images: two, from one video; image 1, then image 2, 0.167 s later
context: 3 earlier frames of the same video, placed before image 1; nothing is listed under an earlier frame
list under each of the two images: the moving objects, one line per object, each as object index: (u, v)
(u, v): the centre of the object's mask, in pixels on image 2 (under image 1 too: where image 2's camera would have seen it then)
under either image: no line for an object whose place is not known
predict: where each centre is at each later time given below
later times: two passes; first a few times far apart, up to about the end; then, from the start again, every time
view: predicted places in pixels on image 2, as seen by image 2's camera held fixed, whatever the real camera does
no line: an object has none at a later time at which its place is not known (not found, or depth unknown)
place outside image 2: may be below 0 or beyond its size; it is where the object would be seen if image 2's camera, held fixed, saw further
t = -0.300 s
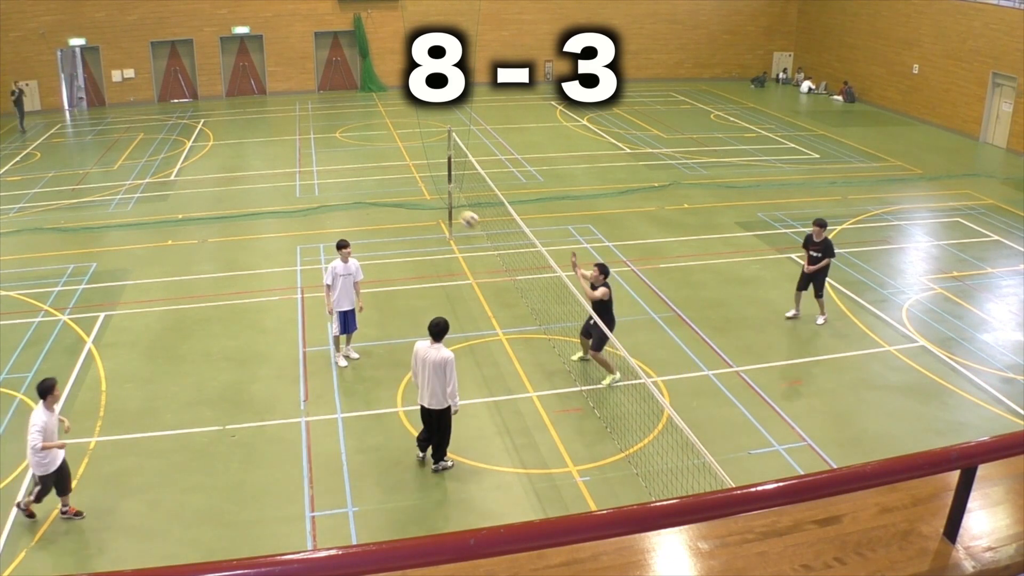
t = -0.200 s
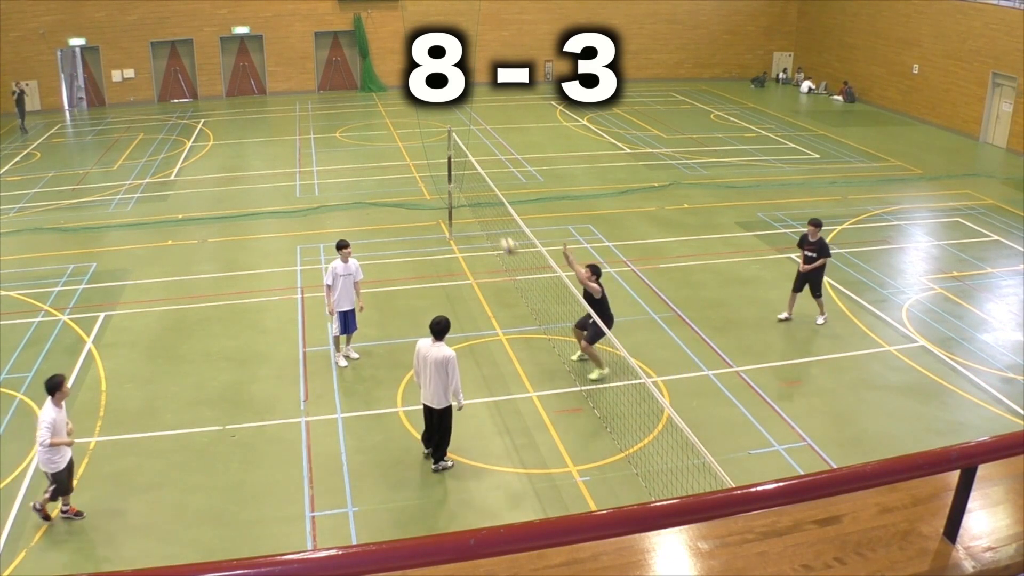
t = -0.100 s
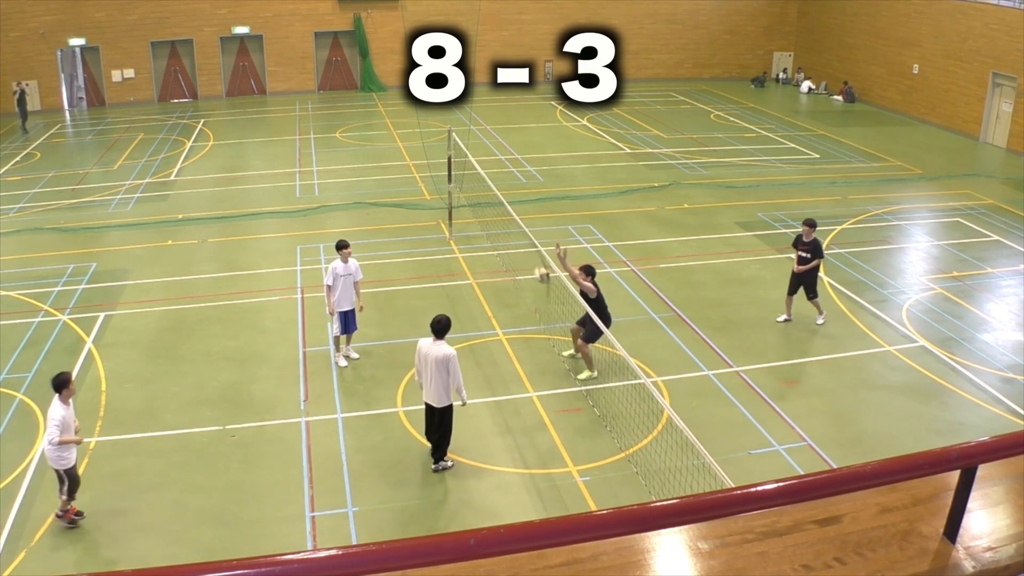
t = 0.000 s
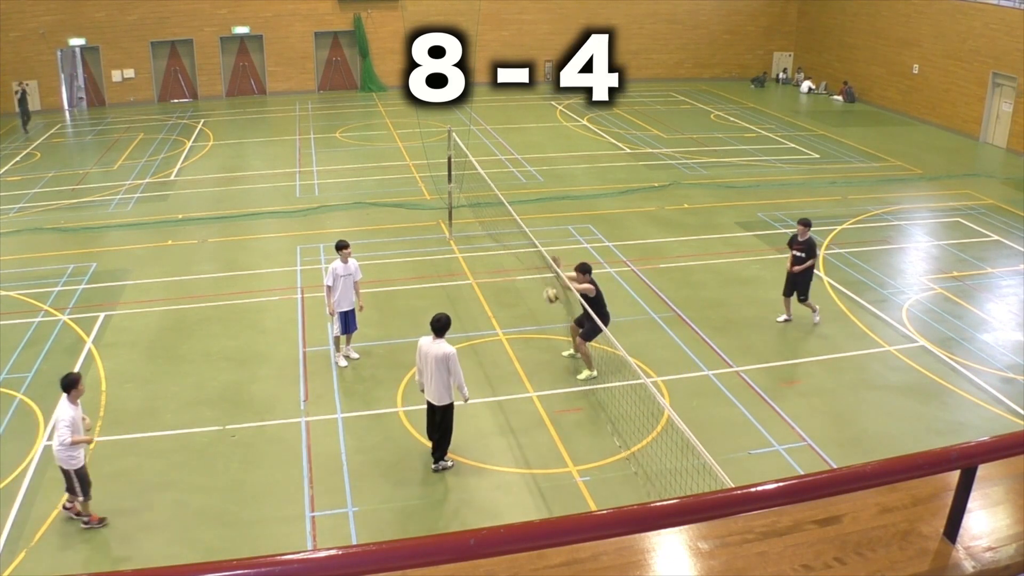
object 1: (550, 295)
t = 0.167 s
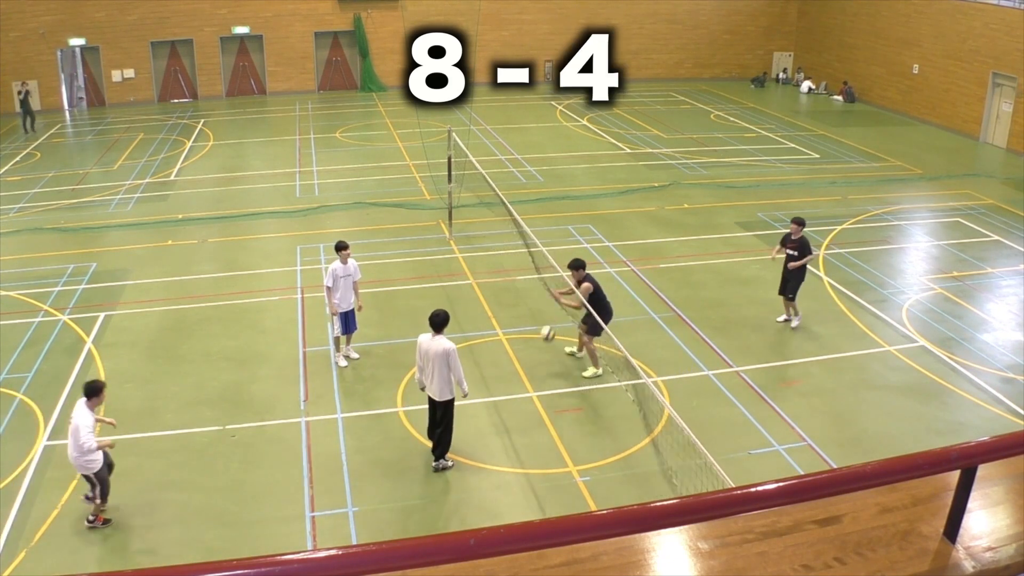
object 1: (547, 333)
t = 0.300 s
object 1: (544, 370)
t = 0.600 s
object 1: (518, 323)
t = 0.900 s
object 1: (491, 335)
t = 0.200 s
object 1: (547, 344)
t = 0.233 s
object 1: (546, 354)
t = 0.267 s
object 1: (545, 364)
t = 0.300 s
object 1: (544, 370)
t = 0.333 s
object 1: (541, 360)
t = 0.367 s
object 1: (539, 353)
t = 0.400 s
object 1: (536, 347)
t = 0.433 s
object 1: (533, 341)
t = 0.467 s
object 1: (530, 336)
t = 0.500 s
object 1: (527, 332)
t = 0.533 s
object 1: (523, 328)
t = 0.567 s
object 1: (521, 325)
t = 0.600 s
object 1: (518, 323)
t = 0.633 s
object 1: (515, 321)
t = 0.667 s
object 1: (512, 321)
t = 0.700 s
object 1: (508, 321)
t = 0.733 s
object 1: (506, 321)
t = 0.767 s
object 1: (503, 323)
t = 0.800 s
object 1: (500, 325)
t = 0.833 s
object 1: (497, 327)
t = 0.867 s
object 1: (494, 331)
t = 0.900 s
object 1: (491, 335)
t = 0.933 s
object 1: (487, 340)
